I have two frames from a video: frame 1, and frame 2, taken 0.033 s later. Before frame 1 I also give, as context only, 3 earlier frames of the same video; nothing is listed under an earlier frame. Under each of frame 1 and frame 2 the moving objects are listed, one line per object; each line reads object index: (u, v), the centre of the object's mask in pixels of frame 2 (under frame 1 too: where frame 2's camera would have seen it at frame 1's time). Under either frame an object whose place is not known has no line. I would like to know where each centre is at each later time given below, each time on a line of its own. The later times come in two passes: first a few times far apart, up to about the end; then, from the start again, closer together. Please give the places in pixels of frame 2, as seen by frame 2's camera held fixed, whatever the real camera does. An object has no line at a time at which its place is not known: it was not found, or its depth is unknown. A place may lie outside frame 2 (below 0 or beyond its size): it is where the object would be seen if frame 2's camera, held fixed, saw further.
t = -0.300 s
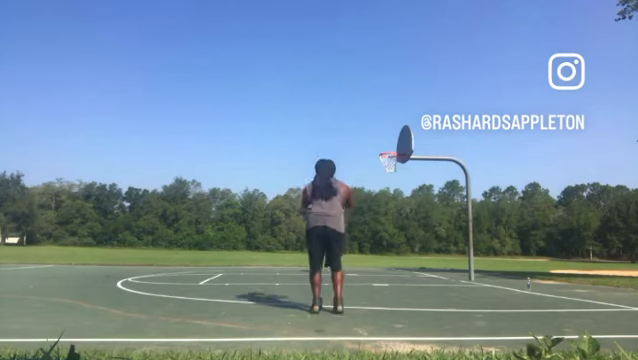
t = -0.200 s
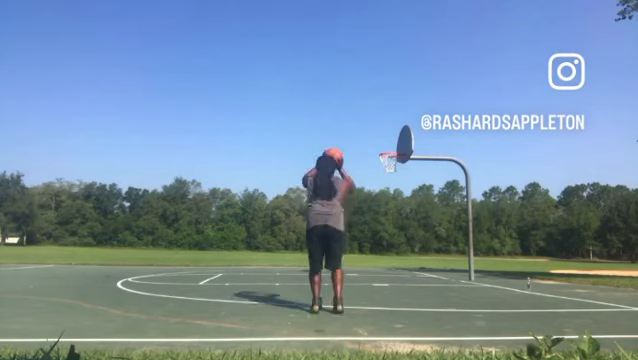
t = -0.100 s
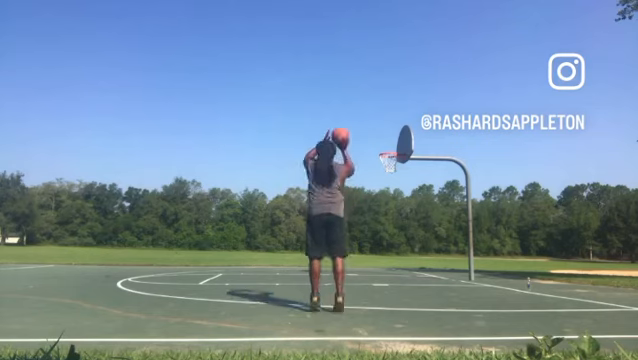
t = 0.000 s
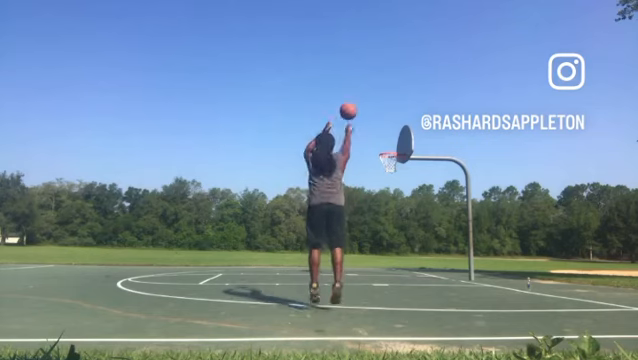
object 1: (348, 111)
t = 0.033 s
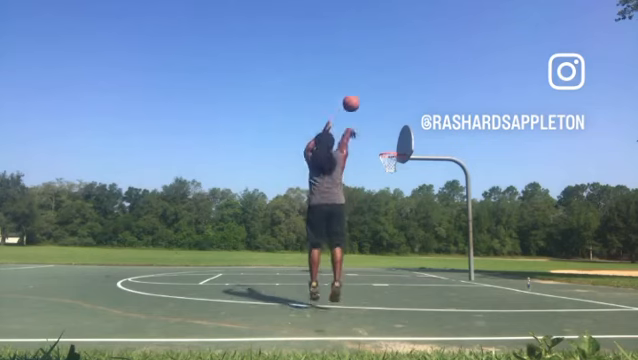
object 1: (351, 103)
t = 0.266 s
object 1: (366, 78)
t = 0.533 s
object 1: (378, 89)
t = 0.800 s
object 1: (387, 125)
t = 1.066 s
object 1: (385, 170)
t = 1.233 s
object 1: (377, 187)
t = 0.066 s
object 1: (353, 97)
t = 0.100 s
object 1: (356, 91)
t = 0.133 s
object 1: (358, 87)
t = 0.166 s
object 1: (360, 84)
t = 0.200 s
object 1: (362, 81)
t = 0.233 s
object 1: (365, 79)
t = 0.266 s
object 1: (366, 78)
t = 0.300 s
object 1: (368, 77)
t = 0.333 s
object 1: (370, 78)
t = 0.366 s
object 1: (372, 78)
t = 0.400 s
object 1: (373, 80)
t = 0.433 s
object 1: (374, 81)
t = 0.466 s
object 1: (376, 84)
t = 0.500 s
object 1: (377, 86)
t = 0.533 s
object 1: (378, 89)
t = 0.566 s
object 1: (379, 93)
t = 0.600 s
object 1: (381, 96)
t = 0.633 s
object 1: (382, 101)
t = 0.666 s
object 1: (383, 105)
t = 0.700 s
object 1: (384, 110)
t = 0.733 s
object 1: (385, 114)
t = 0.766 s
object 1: (386, 119)
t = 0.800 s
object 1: (387, 125)
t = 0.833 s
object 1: (388, 132)
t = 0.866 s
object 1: (389, 137)
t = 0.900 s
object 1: (390, 142)
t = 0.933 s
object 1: (390, 148)
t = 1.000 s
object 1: (389, 160)
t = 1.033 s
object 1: (387, 166)
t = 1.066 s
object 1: (385, 170)
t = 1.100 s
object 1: (384, 171)
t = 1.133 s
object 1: (382, 175)
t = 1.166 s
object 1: (380, 179)
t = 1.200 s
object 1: (378, 183)
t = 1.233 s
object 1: (377, 187)
